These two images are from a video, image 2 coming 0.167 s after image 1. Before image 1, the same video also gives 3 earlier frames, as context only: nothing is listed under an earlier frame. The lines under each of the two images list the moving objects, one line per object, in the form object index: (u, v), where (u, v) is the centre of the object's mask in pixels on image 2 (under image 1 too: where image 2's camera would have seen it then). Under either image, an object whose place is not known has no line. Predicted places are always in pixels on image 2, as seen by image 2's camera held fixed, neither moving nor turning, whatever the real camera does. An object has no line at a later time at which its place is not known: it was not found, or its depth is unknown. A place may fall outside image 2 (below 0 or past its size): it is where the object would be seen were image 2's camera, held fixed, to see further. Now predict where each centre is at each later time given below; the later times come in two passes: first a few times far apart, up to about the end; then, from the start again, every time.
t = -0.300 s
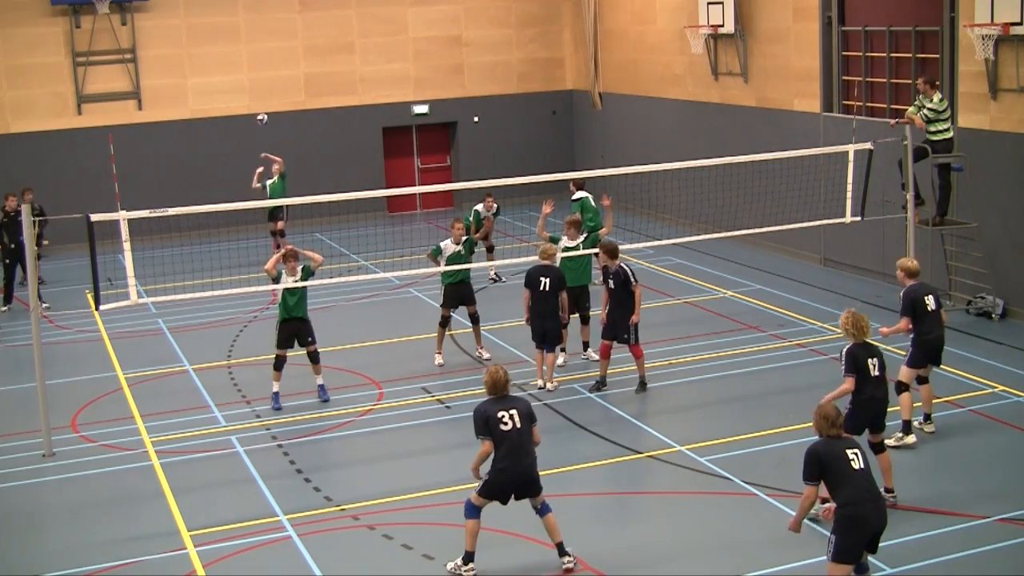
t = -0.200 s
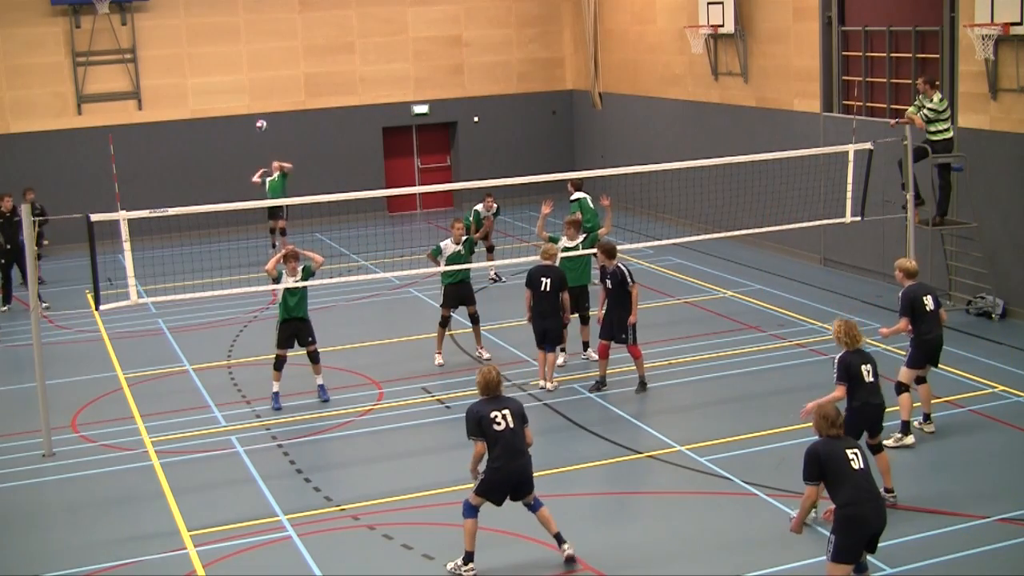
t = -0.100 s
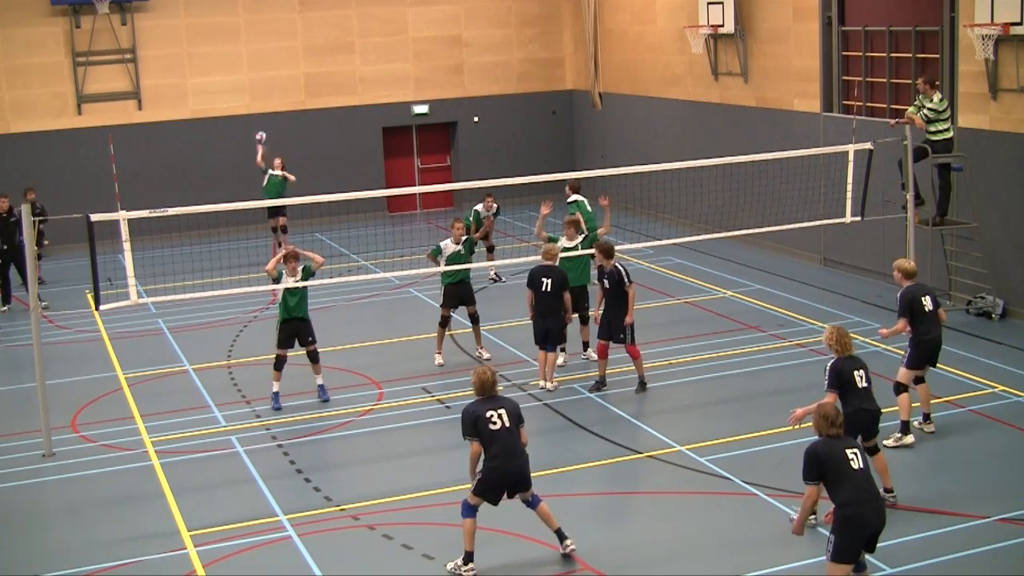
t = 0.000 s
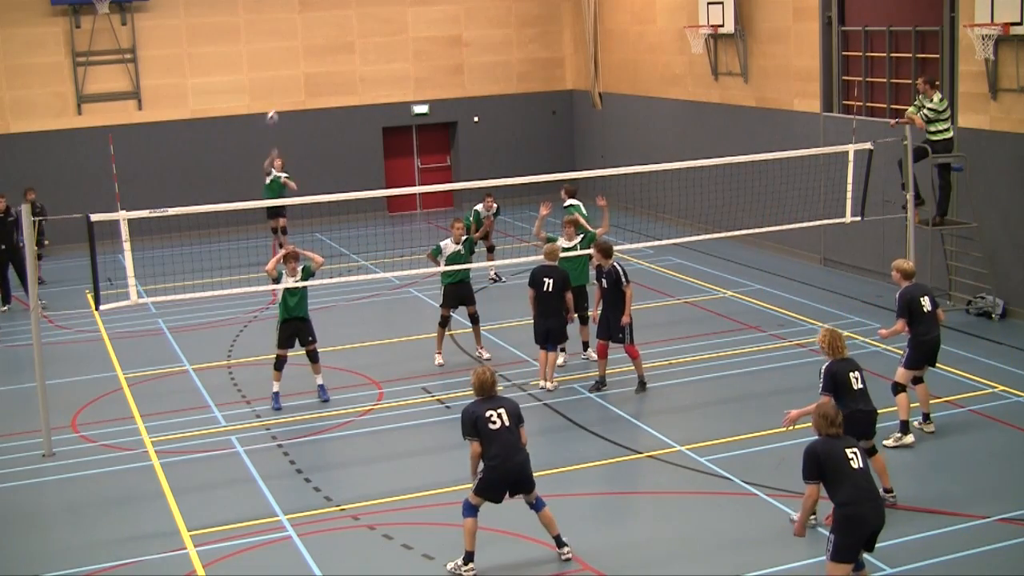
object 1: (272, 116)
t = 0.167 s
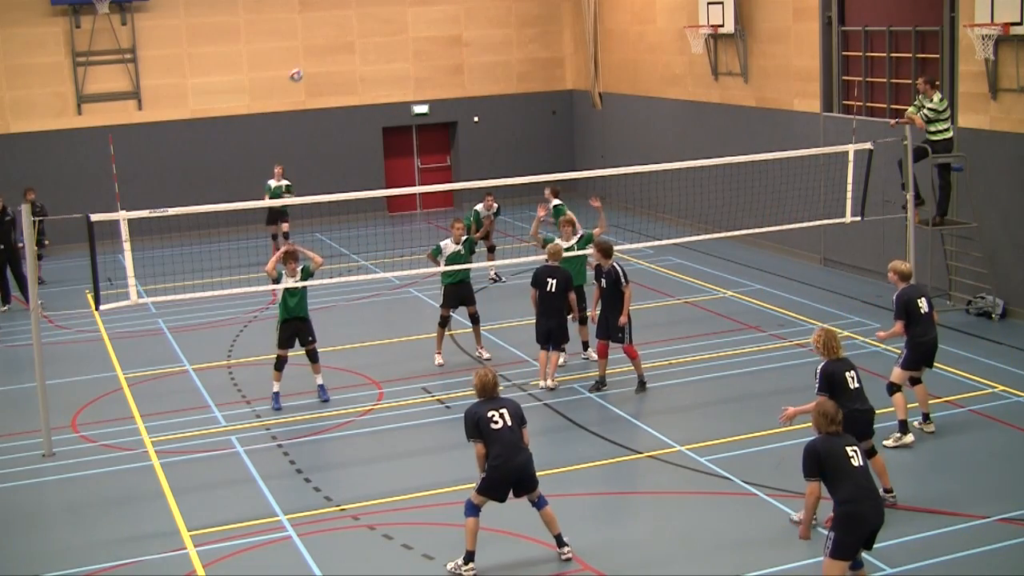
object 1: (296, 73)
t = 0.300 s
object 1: (317, 47)
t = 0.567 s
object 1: (378, 22)
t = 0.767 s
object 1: (442, 37)
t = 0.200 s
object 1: (301, 66)
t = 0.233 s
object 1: (307, 59)
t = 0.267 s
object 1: (312, 52)
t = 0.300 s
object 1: (317, 47)
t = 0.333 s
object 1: (324, 42)
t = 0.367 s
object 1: (330, 38)
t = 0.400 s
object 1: (337, 34)
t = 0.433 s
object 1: (345, 31)
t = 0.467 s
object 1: (352, 27)
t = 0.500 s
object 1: (360, 24)
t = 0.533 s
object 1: (370, 23)
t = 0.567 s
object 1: (378, 22)
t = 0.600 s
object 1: (387, 22)
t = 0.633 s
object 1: (398, 23)
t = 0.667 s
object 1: (408, 25)
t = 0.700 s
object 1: (420, 28)
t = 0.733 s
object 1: (431, 33)
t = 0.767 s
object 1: (442, 37)
